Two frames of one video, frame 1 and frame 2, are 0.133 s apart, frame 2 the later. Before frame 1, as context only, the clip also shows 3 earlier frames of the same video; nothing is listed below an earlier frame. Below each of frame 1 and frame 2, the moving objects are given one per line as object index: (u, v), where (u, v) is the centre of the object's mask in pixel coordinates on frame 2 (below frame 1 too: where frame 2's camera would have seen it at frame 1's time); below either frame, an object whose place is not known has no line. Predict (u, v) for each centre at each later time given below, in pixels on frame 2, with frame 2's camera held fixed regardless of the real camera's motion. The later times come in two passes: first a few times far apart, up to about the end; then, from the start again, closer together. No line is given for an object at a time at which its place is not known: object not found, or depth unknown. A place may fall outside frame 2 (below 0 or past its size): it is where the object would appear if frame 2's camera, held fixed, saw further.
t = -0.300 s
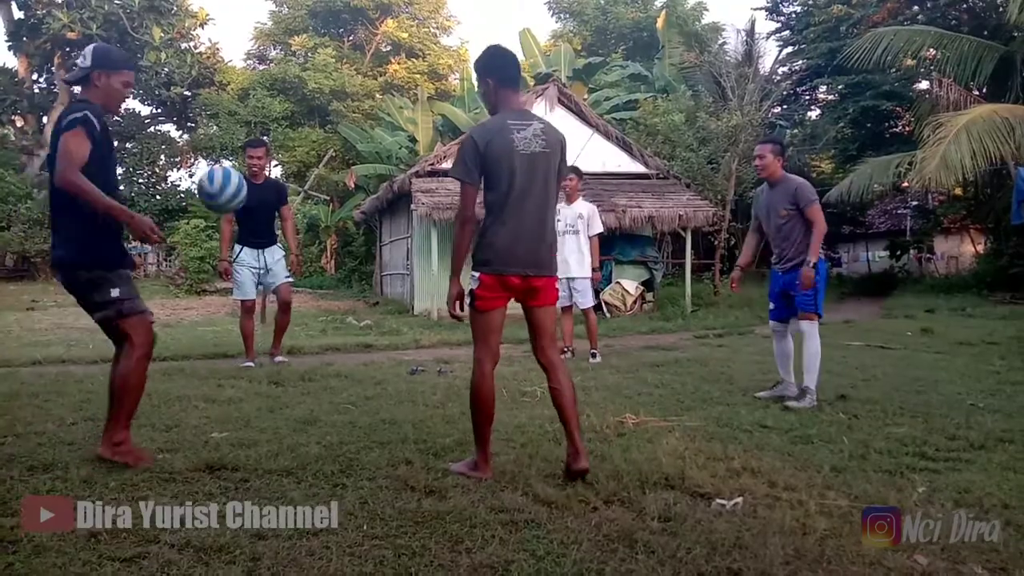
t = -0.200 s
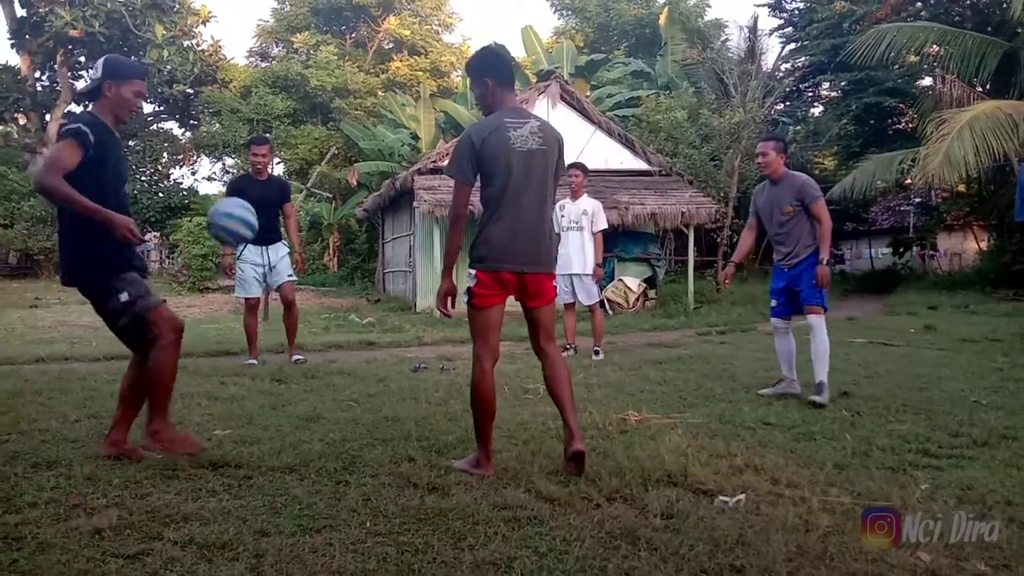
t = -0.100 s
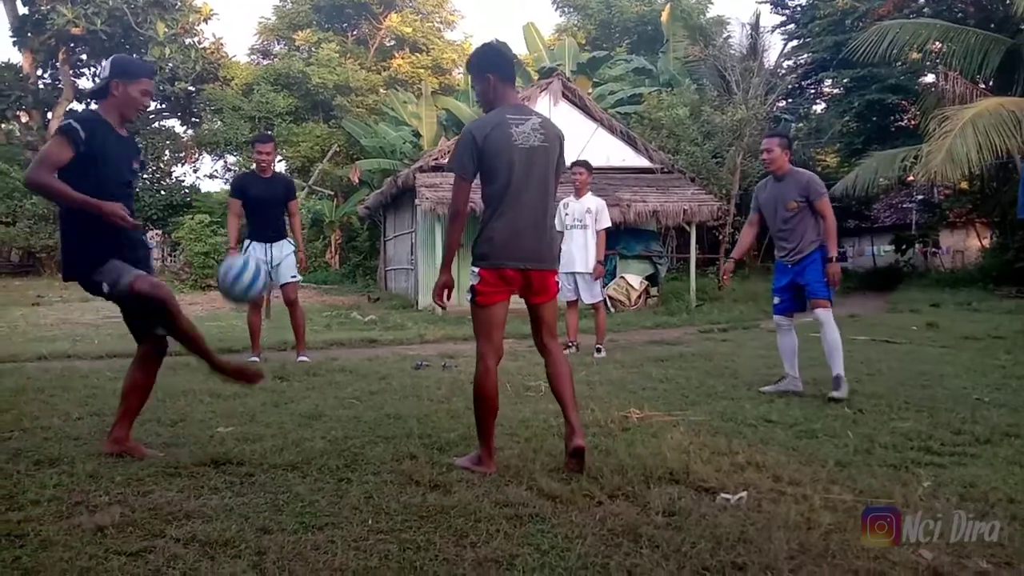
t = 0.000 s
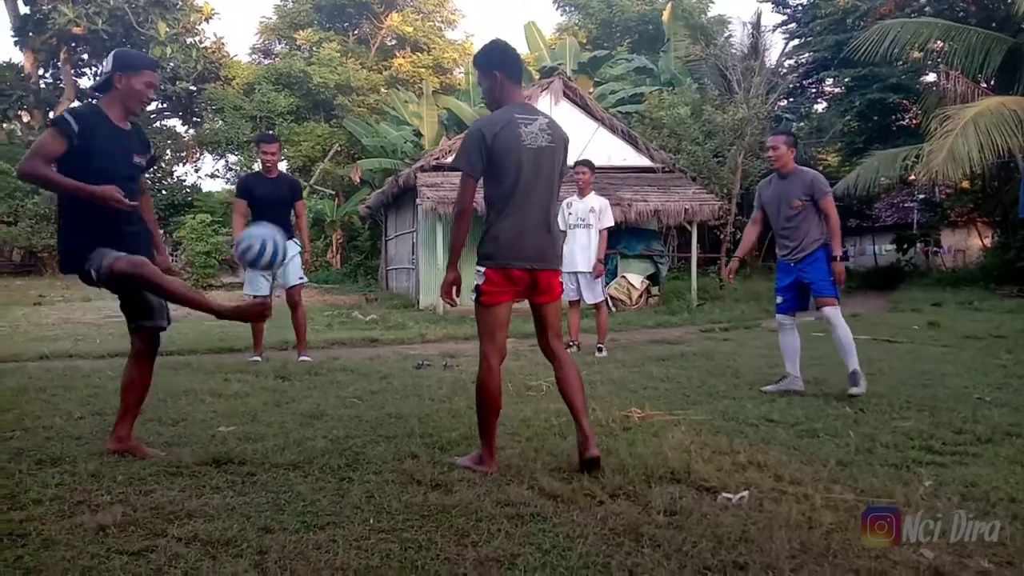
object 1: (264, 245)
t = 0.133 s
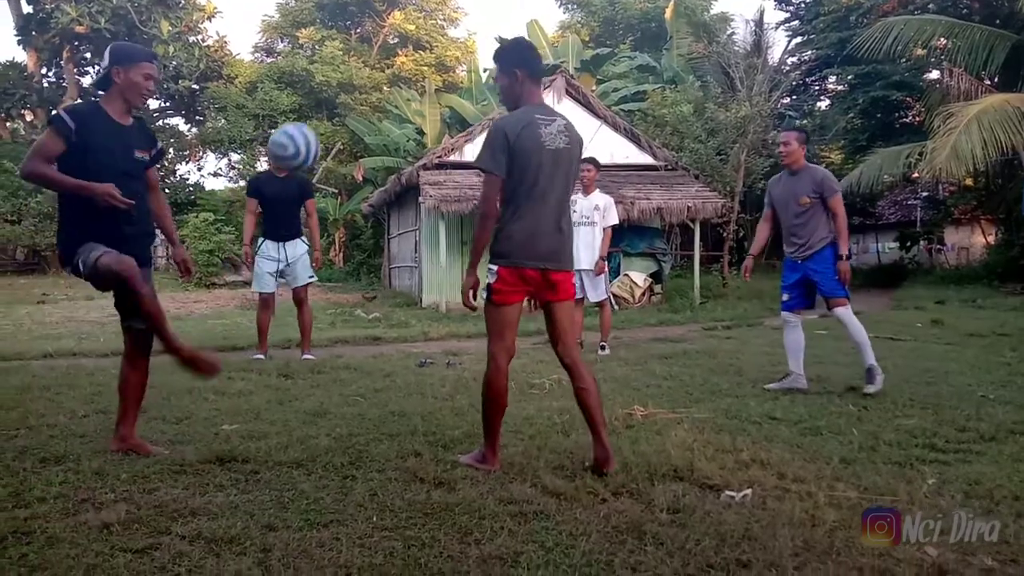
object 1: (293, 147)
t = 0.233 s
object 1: (317, 99)
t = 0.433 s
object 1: (363, 74)
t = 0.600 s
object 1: (404, 130)
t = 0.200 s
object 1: (308, 113)
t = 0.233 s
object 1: (317, 99)
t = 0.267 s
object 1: (324, 88)
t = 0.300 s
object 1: (331, 79)
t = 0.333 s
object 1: (339, 76)
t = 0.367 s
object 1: (347, 72)
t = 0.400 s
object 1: (355, 72)
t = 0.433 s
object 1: (363, 74)
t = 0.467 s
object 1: (371, 79)
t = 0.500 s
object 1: (380, 87)
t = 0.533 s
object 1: (387, 99)
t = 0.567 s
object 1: (396, 112)
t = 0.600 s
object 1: (404, 130)
